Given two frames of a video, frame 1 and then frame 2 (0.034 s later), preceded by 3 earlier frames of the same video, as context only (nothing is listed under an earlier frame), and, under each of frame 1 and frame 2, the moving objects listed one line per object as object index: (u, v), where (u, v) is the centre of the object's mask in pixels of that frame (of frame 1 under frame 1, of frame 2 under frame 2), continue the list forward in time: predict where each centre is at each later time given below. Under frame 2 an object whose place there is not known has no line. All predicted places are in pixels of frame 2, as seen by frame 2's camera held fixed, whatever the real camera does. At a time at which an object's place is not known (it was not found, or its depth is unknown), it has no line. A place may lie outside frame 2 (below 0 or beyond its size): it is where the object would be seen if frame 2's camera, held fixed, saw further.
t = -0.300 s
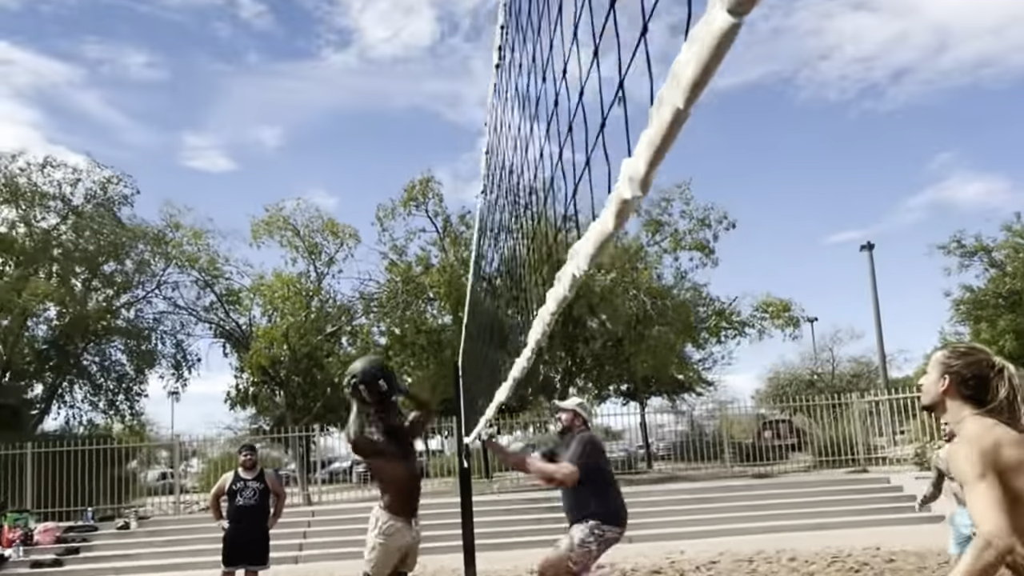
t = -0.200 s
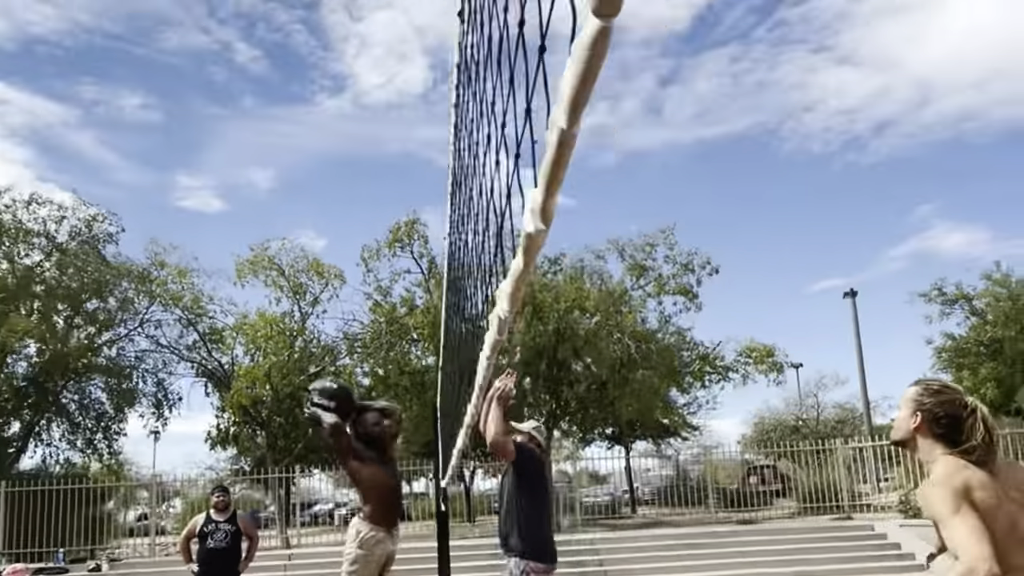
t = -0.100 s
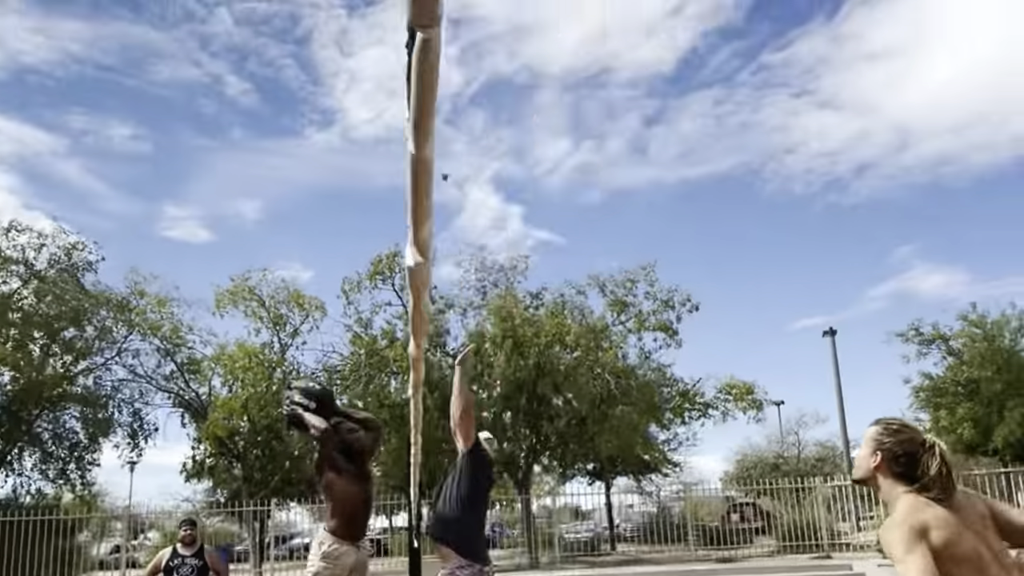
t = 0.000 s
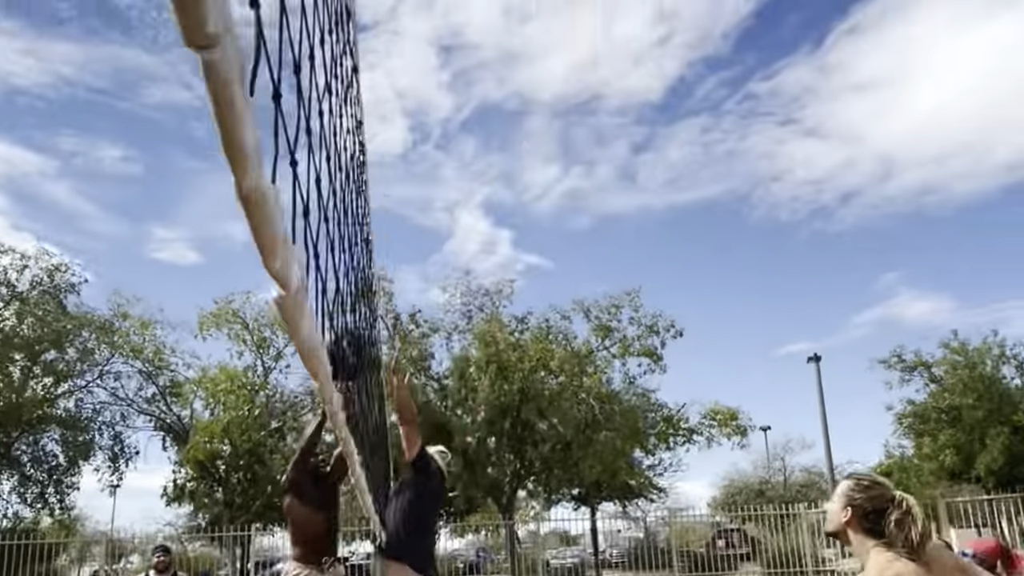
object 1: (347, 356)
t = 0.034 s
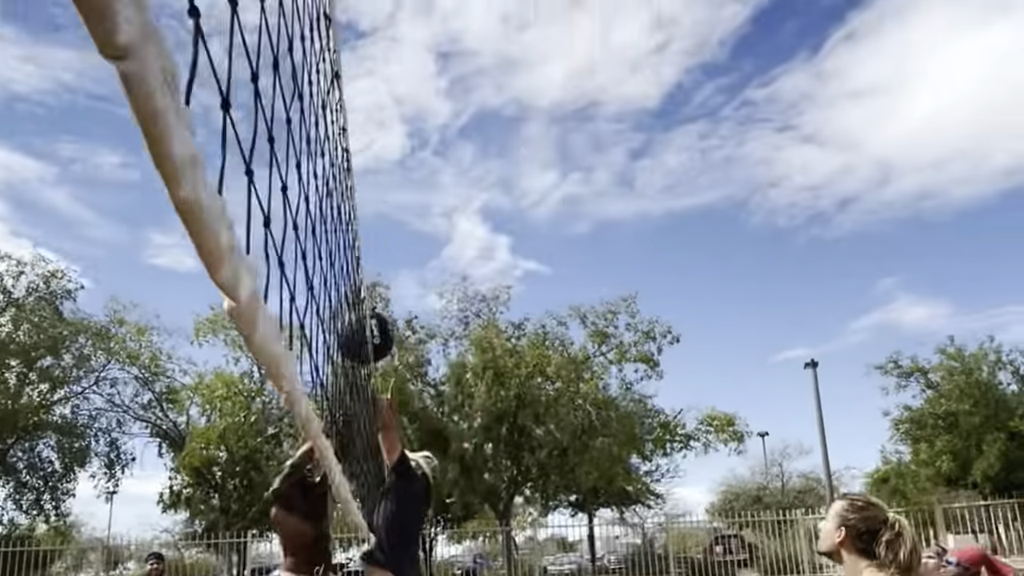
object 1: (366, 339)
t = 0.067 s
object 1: (393, 314)
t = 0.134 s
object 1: (450, 272)
